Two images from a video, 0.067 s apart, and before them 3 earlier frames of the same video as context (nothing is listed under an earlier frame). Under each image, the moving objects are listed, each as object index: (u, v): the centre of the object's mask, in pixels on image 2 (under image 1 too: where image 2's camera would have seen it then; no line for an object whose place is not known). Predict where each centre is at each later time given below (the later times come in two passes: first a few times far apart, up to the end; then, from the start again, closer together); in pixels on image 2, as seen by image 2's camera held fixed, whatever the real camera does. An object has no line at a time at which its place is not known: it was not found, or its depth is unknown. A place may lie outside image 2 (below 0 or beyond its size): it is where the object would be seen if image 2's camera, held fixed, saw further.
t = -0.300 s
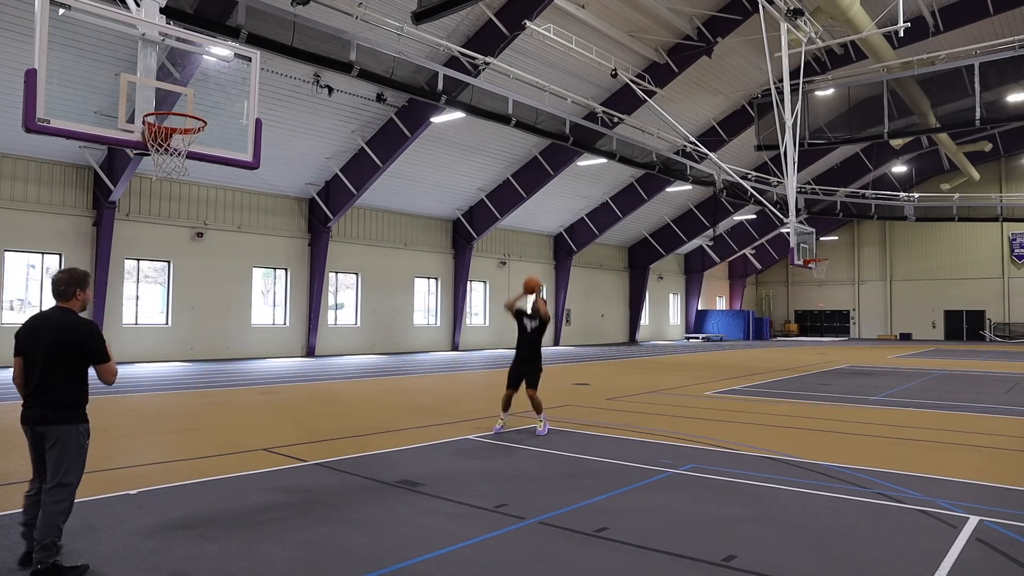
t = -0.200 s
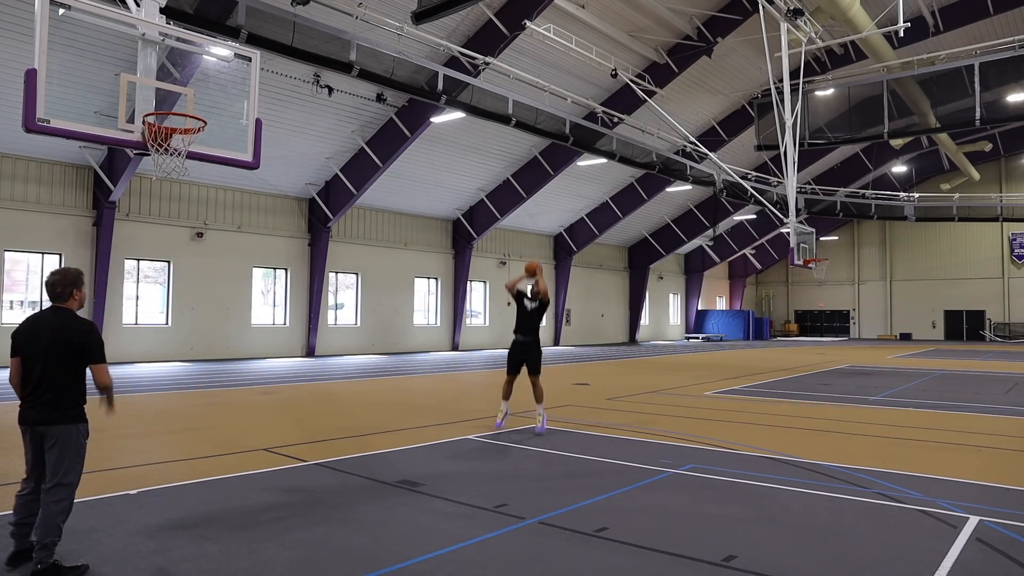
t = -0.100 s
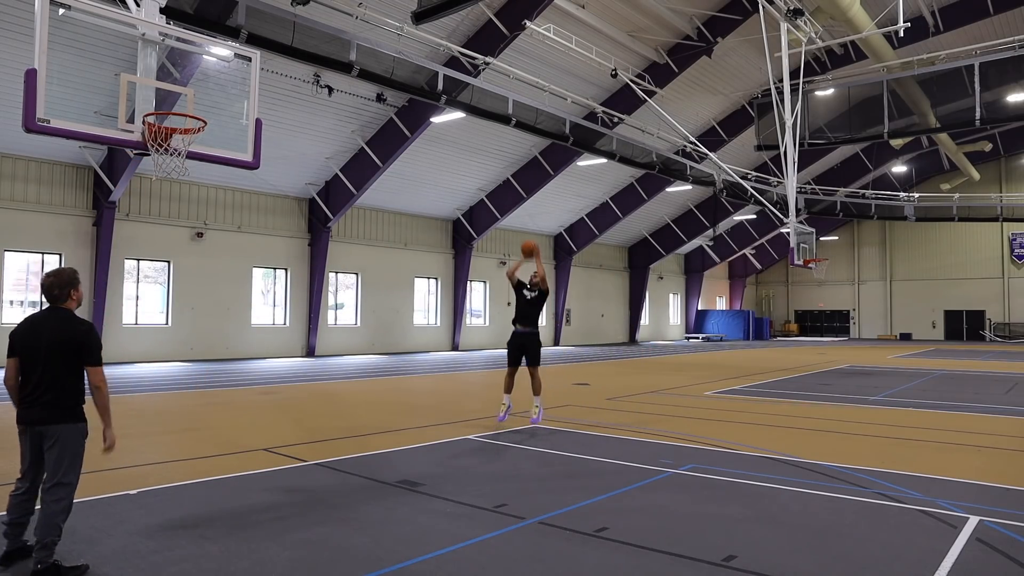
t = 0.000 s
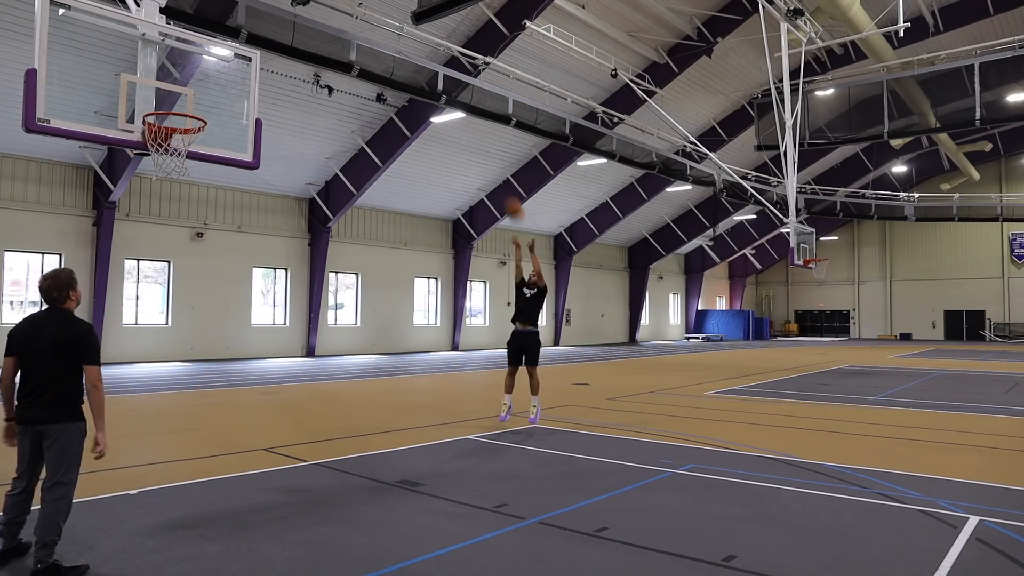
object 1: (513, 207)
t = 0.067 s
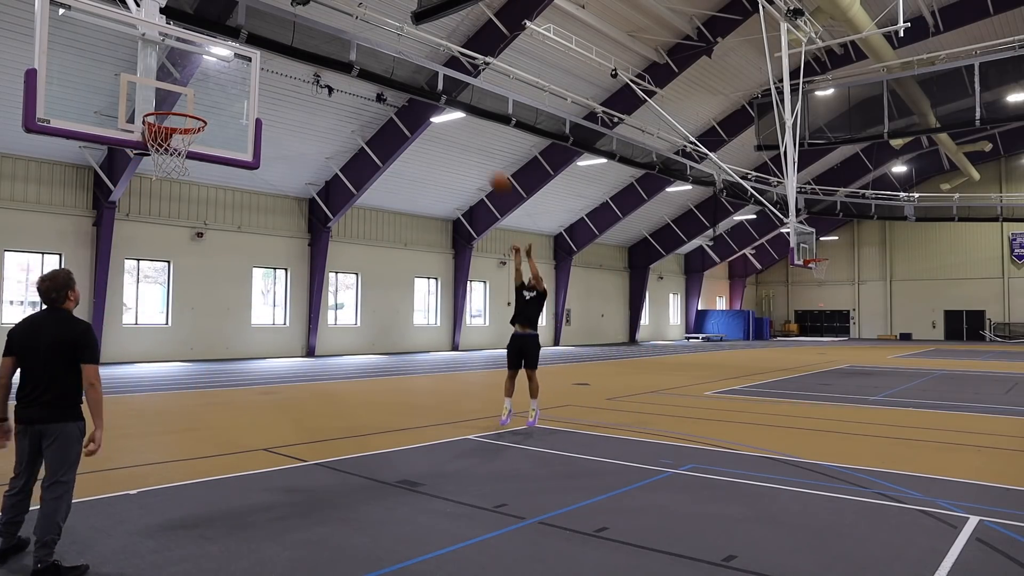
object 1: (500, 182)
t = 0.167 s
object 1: (475, 145)
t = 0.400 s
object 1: (413, 82)
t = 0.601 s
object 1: (347, 58)
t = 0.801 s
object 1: (267, 70)
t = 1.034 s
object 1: (153, 142)
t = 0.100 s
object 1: (491, 169)
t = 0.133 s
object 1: (484, 157)
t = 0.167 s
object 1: (475, 145)
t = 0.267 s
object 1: (450, 113)
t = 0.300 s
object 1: (440, 103)
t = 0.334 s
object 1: (432, 96)
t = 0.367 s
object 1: (422, 88)
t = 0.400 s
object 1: (413, 82)
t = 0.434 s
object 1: (403, 76)
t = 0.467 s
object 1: (392, 71)
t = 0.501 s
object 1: (381, 66)
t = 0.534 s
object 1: (370, 62)
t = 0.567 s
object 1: (358, 59)
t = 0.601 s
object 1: (347, 58)
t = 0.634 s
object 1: (335, 56)
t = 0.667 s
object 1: (322, 56)
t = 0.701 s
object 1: (310, 57)
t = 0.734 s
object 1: (296, 60)
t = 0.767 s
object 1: (281, 64)
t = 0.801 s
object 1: (267, 70)
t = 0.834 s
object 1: (250, 77)
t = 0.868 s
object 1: (235, 84)
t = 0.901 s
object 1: (219, 93)
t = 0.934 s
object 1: (201, 104)
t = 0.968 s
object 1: (184, 117)
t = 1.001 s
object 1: (162, 135)
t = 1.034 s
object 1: (153, 142)
